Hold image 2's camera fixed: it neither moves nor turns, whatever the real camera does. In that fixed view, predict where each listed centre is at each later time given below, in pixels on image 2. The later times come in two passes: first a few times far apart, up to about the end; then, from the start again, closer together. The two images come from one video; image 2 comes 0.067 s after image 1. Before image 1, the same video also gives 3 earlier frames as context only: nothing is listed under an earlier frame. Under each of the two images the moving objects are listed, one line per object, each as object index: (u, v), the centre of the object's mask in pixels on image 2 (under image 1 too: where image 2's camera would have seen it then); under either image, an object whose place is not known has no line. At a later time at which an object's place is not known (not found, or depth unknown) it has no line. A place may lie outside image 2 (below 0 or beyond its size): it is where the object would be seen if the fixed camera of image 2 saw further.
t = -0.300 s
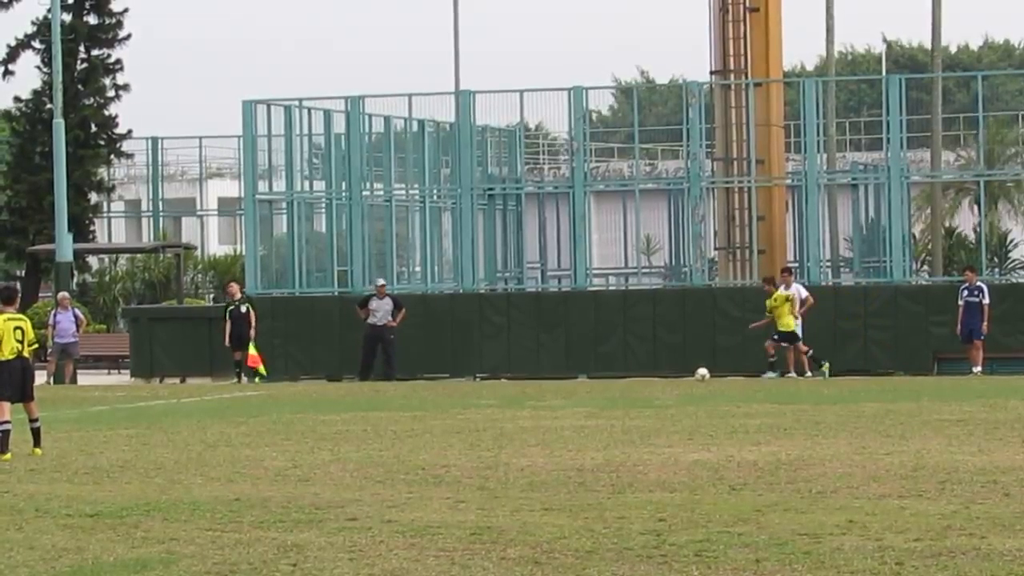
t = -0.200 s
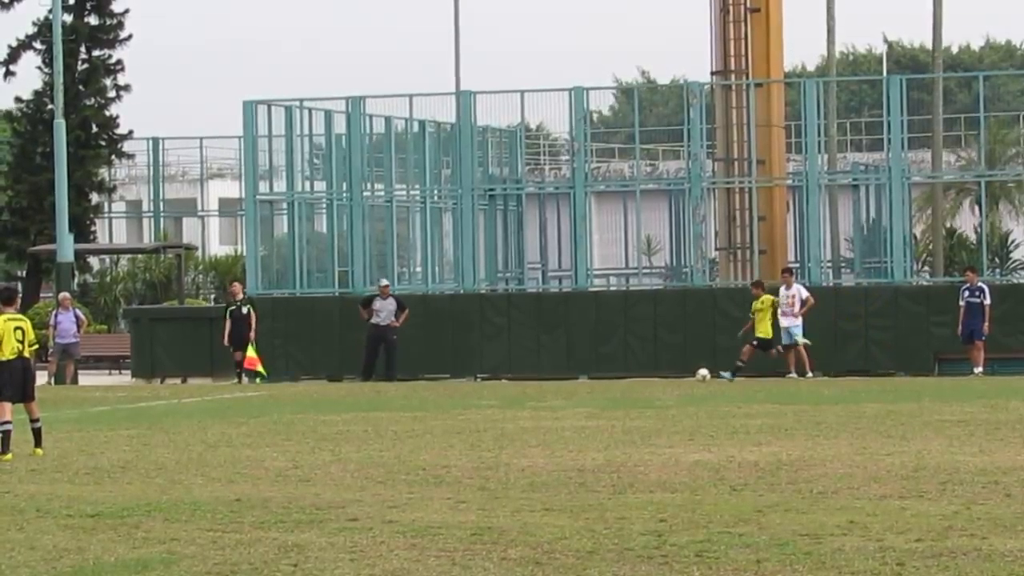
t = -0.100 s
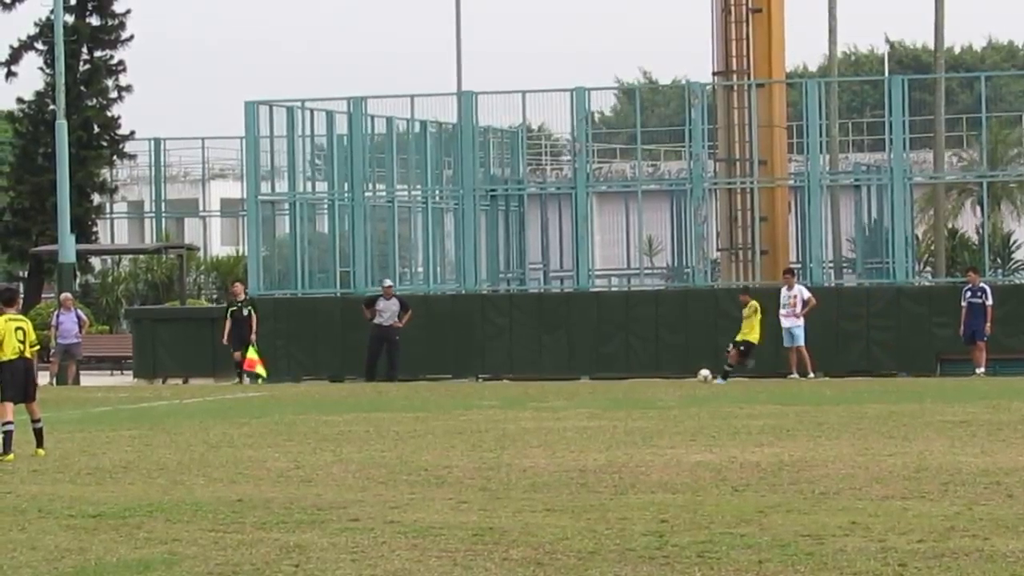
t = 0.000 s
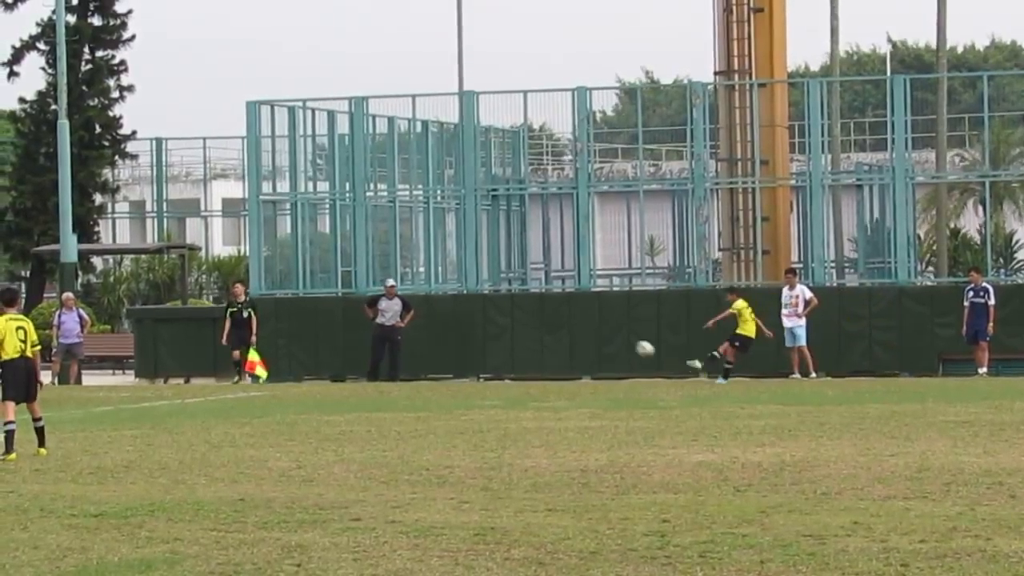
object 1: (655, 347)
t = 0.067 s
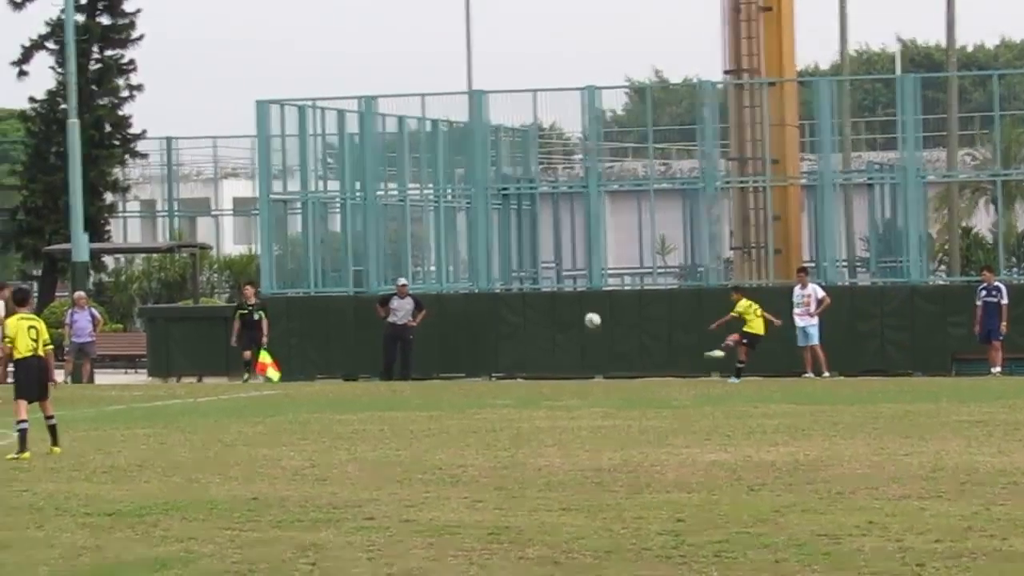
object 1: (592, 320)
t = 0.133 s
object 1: (528, 294)
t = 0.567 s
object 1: (97, 160)
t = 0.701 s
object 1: (-48, 137)
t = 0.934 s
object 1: (-314, 115)
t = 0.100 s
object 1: (561, 307)
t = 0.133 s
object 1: (528, 294)
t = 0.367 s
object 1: (298, 212)
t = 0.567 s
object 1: (97, 160)
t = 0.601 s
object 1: (61, 153)
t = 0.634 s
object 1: (26, 148)
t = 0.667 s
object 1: (-10, 142)
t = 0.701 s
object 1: (-48, 137)
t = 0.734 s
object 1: (-84, 133)
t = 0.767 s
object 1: (-122, 128)
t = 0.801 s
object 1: (-160, 125)
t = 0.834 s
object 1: (-199, 121)
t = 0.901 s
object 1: (-276, 116)
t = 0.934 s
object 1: (-314, 115)
